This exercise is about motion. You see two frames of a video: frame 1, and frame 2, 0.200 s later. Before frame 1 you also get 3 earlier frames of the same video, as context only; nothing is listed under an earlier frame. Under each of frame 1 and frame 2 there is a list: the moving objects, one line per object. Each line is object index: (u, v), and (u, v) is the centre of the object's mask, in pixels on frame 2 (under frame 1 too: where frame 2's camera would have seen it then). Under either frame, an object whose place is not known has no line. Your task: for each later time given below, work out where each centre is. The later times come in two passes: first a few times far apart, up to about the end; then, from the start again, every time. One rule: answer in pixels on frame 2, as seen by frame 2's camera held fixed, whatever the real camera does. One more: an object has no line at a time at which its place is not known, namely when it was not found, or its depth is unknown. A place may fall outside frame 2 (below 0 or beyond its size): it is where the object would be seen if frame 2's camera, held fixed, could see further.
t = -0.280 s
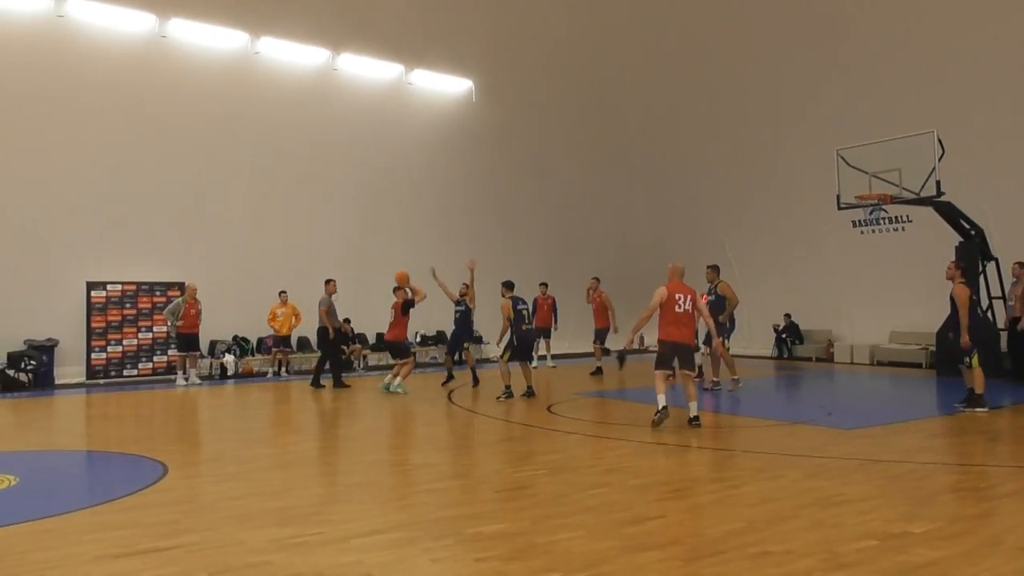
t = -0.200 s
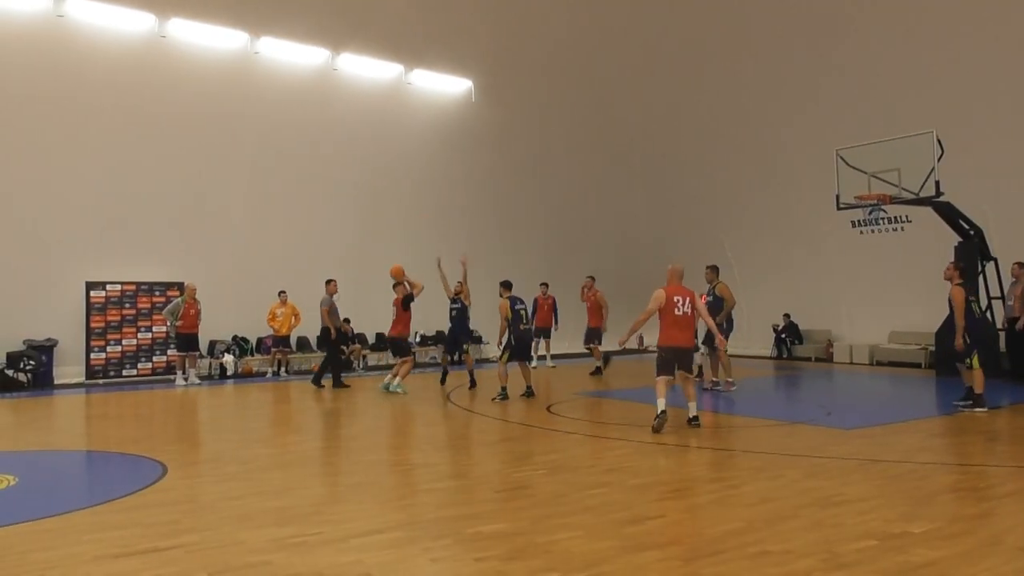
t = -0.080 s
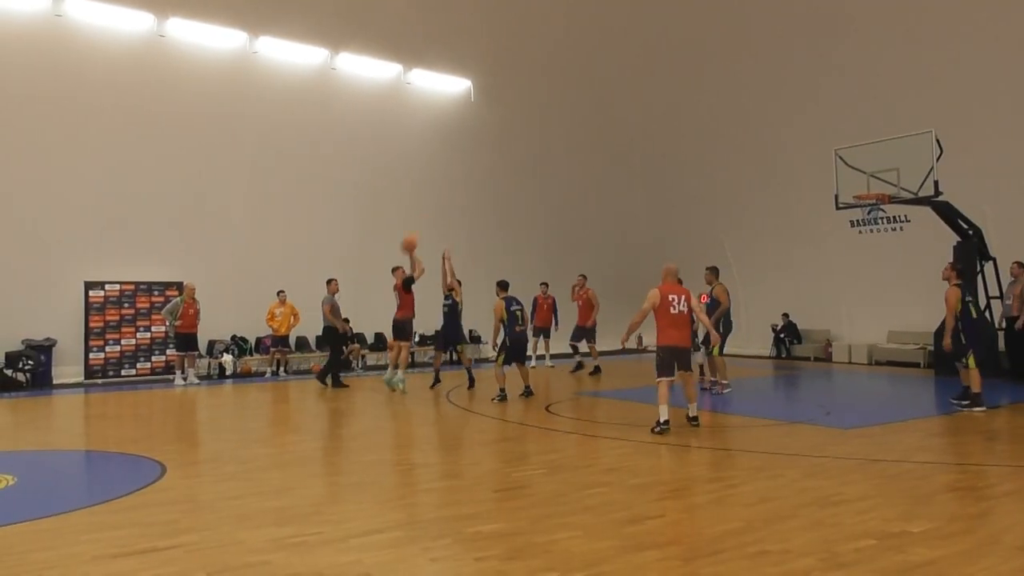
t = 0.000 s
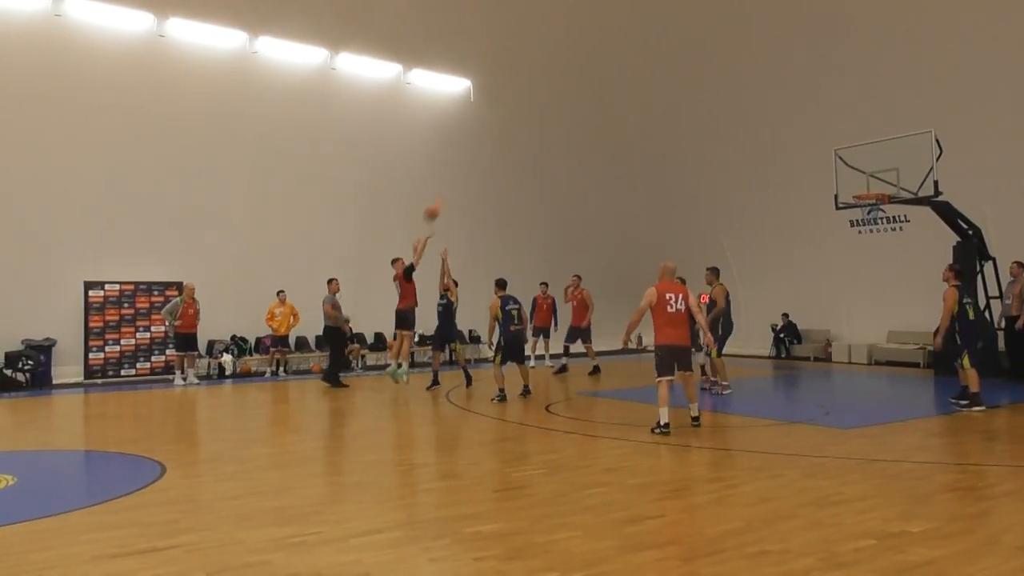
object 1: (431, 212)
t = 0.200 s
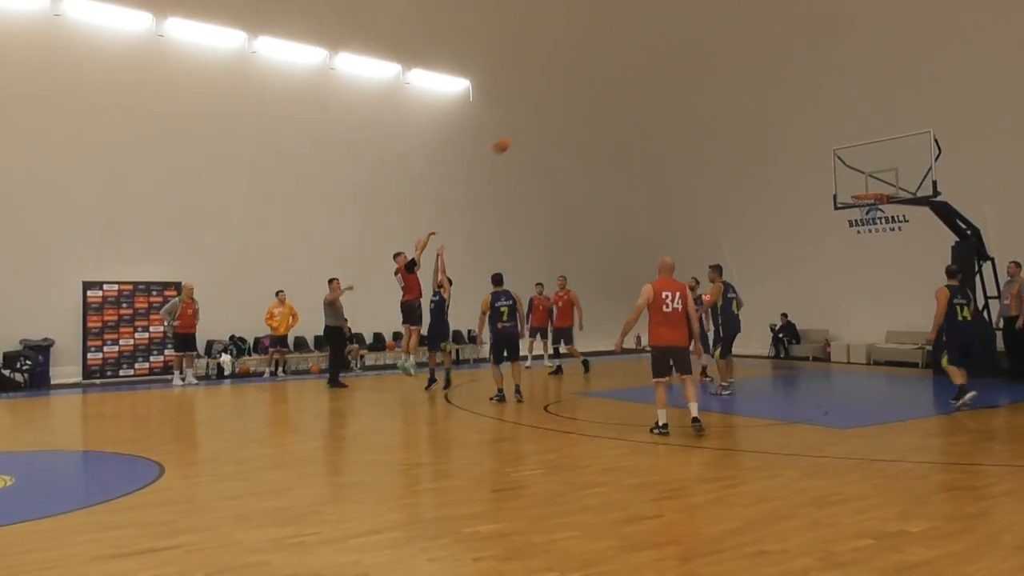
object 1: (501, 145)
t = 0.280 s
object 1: (530, 125)
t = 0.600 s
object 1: (638, 79)
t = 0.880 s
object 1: (732, 88)
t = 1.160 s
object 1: (827, 142)
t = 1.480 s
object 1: (908, 162)
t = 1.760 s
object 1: (928, 160)
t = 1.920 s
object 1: (941, 181)
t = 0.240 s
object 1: (517, 133)
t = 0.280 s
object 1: (530, 125)
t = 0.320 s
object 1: (544, 116)
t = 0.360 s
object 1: (558, 109)
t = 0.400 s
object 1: (571, 102)
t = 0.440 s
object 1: (584, 96)
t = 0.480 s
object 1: (598, 90)
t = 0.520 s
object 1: (611, 85)
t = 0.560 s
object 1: (623, 82)
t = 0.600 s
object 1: (638, 79)
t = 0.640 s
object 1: (651, 77)
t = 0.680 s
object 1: (665, 77)
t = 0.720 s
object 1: (678, 77)
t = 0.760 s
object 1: (691, 77)
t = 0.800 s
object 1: (705, 81)
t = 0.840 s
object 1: (719, 84)
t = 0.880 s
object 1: (732, 88)
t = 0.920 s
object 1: (746, 93)
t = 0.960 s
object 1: (759, 99)
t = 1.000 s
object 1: (773, 106)
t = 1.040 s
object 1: (786, 114)
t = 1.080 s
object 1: (800, 122)
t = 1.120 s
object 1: (813, 132)
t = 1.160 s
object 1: (827, 142)
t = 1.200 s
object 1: (841, 153)
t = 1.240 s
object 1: (855, 166)
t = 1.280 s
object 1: (868, 179)
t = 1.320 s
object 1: (881, 185)
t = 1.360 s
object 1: (893, 176)
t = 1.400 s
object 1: (902, 171)
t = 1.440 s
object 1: (905, 167)
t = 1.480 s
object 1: (908, 162)
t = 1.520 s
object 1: (910, 159)
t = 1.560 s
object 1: (913, 156)
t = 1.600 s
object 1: (916, 155)
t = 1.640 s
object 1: (919, 154)
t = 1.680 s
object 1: (921, 155)
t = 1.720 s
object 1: (924, 156)
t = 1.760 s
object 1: (928, 160)
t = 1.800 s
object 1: (932, 163)
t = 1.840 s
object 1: (935, 168)
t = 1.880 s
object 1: (938, 174)
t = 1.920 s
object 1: (941, 181)
